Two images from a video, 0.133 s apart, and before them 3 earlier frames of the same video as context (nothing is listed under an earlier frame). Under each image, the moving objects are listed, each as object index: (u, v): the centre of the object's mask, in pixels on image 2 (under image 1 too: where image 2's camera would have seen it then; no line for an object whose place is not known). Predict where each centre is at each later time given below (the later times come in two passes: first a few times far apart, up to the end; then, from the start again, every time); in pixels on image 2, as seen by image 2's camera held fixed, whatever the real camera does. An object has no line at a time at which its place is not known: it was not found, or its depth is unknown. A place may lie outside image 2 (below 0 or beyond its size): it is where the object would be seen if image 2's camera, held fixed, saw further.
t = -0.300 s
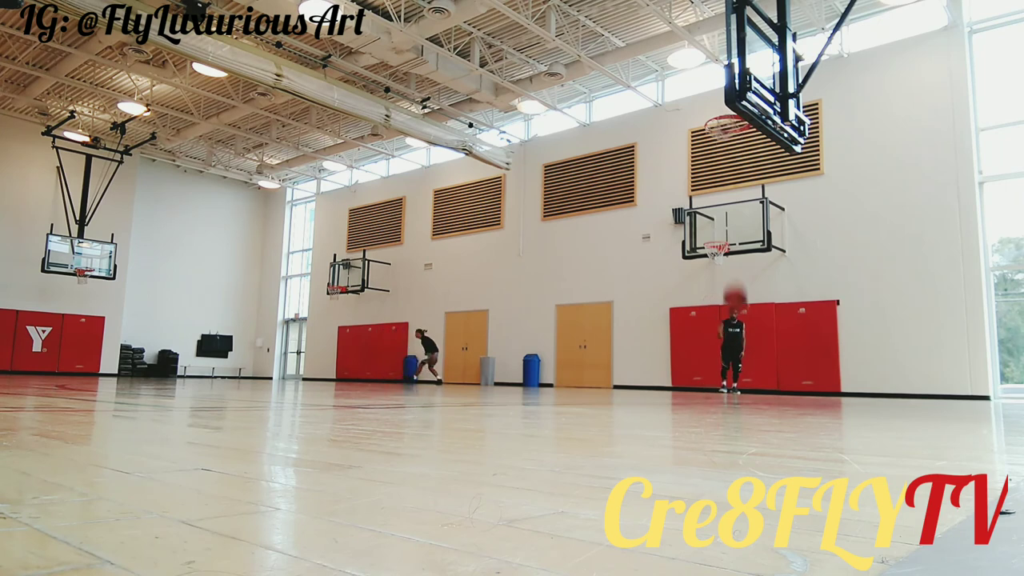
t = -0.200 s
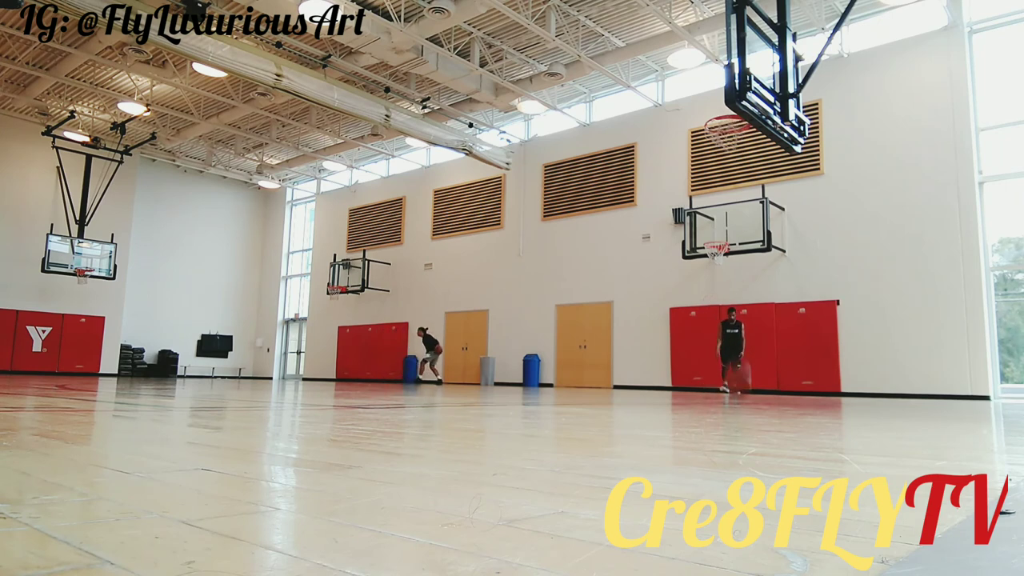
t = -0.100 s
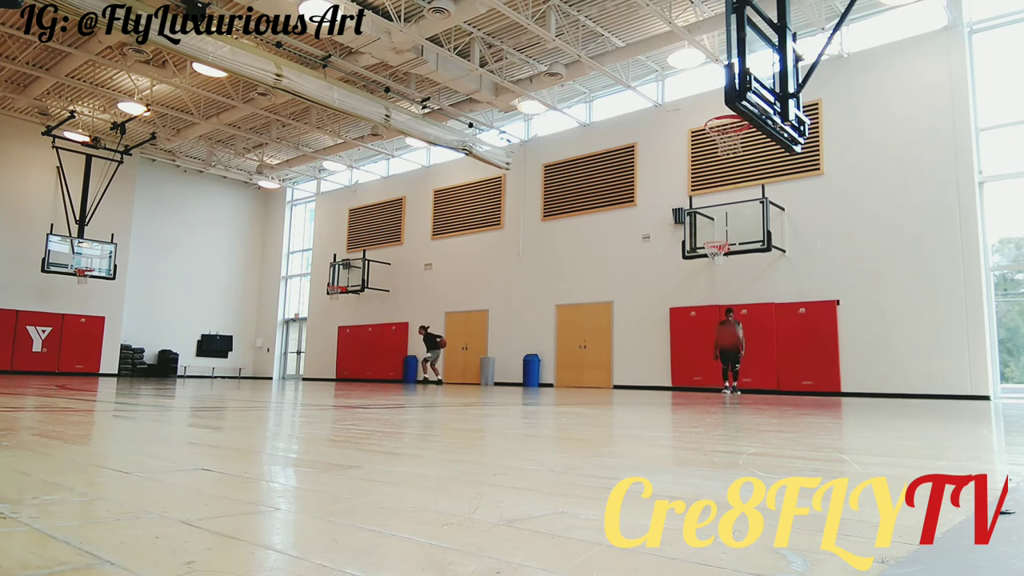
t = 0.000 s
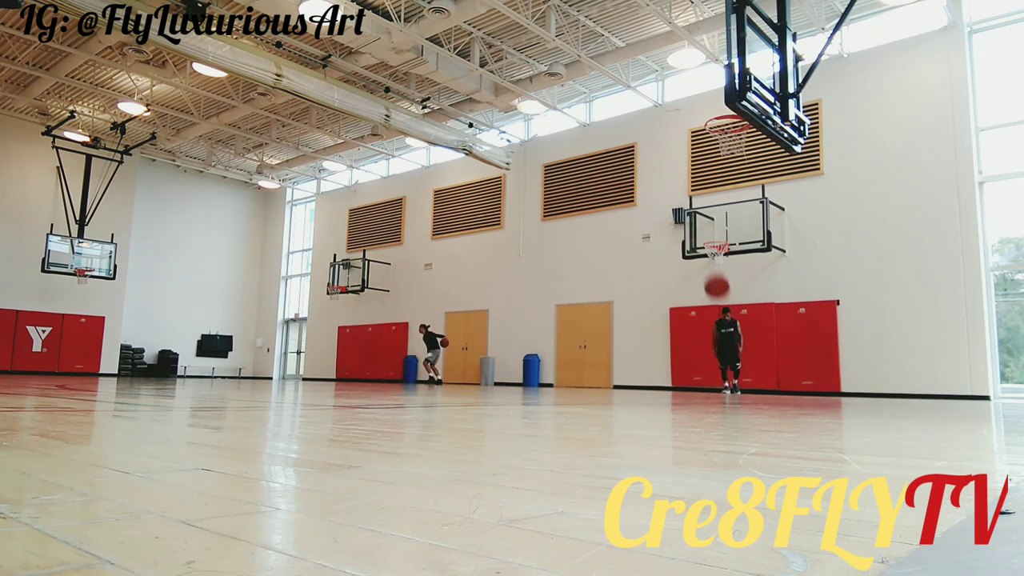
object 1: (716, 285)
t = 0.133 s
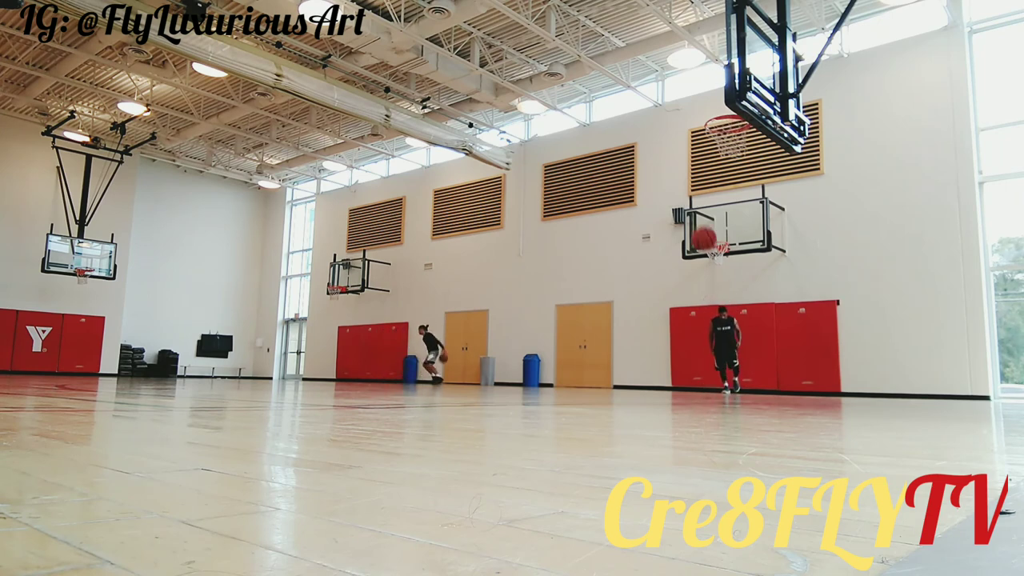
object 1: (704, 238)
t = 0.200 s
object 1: (698, 222)
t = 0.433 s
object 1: (677, 199)
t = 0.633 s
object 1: (660, 222)
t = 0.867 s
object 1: (640, 299)
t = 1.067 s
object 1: (625, 365)
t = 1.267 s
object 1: (611, 300)
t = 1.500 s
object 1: (596, 274)
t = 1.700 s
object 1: (582, 294)
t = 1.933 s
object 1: (566, 369)
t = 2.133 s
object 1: (553, 333)
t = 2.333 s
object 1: (539, 315)
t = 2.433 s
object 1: (532, 320)
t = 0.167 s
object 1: (701, 230)
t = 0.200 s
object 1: (698, 222)
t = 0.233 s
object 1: (695, 216)
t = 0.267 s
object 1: (692, 210)
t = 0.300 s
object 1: (689, 205)
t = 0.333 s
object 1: (686, 202)
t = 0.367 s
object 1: (683, 200)
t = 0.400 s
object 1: (680, 199)
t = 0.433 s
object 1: (677, 199)
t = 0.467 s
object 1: (674, 200)
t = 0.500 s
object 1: (671, 202)
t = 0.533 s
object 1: (668, 206)
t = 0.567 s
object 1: (666, 210)
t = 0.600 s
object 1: (663, 215)
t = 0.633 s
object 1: (660, 222)
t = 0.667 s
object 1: (657, 230)
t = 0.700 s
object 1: (654, 239)
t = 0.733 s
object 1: (651, 249)
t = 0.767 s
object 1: (649, 260)
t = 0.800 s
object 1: (646, 272)
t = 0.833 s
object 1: (643, 285)
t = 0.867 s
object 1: (640, 299)
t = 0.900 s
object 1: (637, 316)
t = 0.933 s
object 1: (635, 333)
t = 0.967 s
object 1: (632, 351)
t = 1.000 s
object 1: (630, 370)
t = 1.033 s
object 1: (627, 380)
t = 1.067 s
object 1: (625, 365)
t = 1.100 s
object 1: (622, 352)
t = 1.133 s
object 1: (620, 339)
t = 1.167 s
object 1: (618, 327)
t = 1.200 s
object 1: (615, 317)
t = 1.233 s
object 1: (613, 308)
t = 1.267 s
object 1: (611, 300)
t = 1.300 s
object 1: (609, 293)
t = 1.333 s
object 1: (607, 287)
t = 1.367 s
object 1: (605, 282)
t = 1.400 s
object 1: (603, 279)
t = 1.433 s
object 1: (600, 276)
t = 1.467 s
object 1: (598, 274)
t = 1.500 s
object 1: (596, 274)
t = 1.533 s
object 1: (594, 274)
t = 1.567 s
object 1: (591, 276)
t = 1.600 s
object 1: (589, 279)
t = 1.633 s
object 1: (587, 283)
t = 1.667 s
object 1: (585, 288)
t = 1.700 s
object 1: (582, 294)
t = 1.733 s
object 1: (580, 301)
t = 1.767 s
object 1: (577, 310)
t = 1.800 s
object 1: (575, 319)
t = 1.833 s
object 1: (573, 330)
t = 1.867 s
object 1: (571, 342)
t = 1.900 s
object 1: (568, 356)
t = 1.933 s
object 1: (566, 369)
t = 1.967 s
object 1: (564, 379)
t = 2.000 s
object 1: (562, 368)
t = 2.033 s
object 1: (559, 358)
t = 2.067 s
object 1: (557, 348)
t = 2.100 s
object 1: (555, 340)
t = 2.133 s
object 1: (553, 333)
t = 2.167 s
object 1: (550, 328)
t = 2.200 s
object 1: (548, 323)
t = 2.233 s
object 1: (546, 319)
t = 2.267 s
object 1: (544, 317)
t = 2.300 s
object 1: (542, 315)
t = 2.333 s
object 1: (539, 315)
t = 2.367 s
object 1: (537, 316)
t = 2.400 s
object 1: (535, 317)
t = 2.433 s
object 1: (532, 320)
